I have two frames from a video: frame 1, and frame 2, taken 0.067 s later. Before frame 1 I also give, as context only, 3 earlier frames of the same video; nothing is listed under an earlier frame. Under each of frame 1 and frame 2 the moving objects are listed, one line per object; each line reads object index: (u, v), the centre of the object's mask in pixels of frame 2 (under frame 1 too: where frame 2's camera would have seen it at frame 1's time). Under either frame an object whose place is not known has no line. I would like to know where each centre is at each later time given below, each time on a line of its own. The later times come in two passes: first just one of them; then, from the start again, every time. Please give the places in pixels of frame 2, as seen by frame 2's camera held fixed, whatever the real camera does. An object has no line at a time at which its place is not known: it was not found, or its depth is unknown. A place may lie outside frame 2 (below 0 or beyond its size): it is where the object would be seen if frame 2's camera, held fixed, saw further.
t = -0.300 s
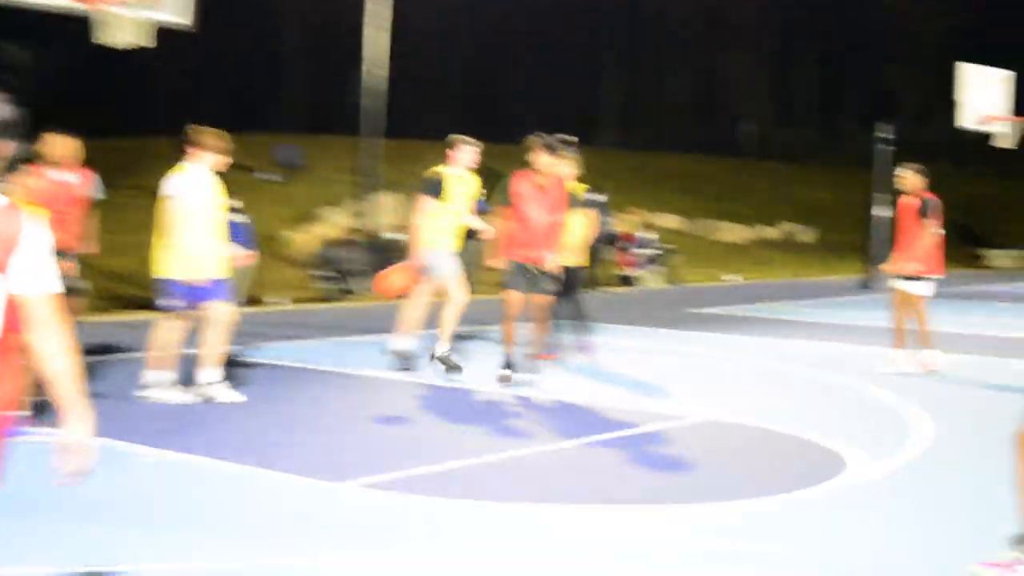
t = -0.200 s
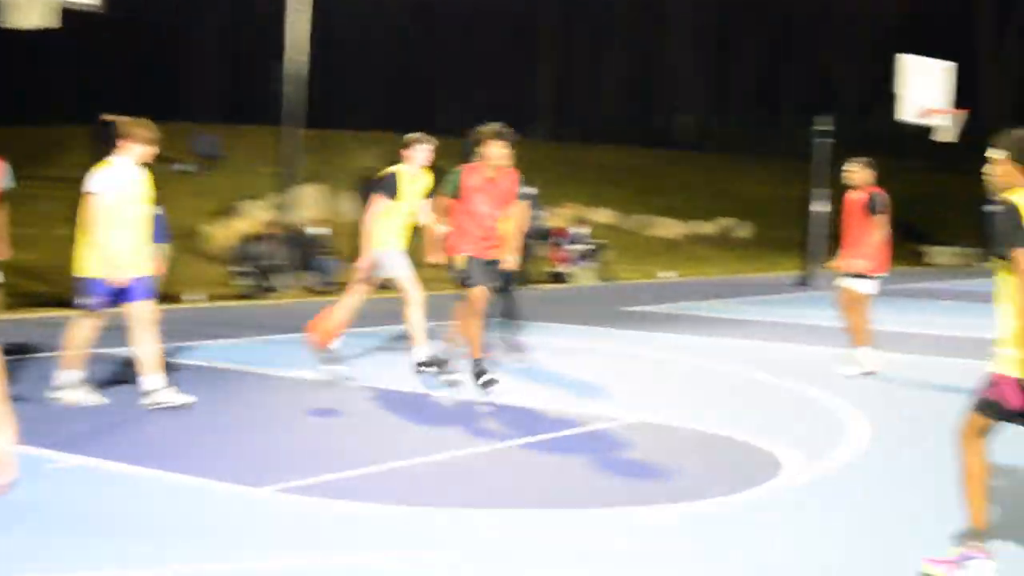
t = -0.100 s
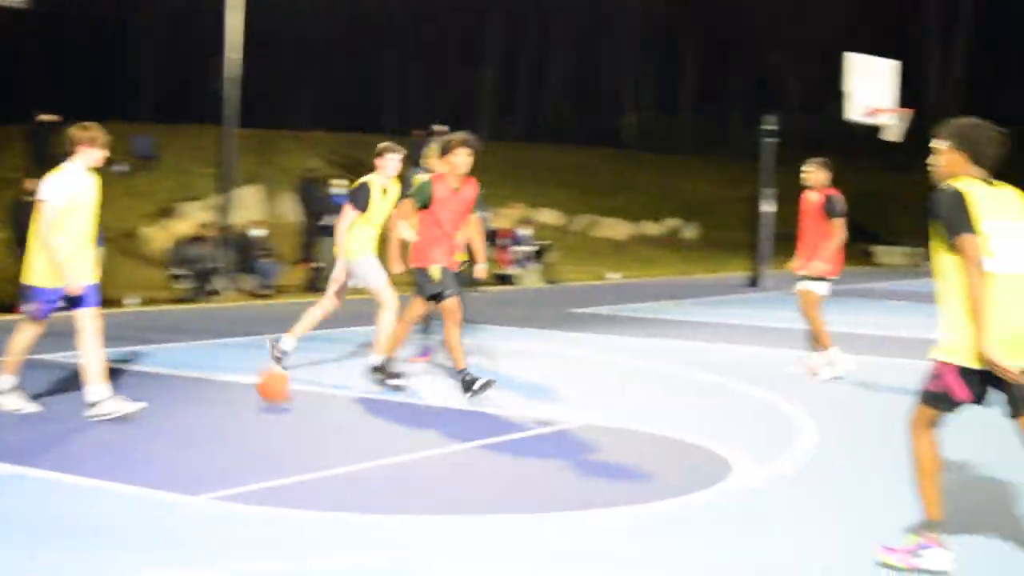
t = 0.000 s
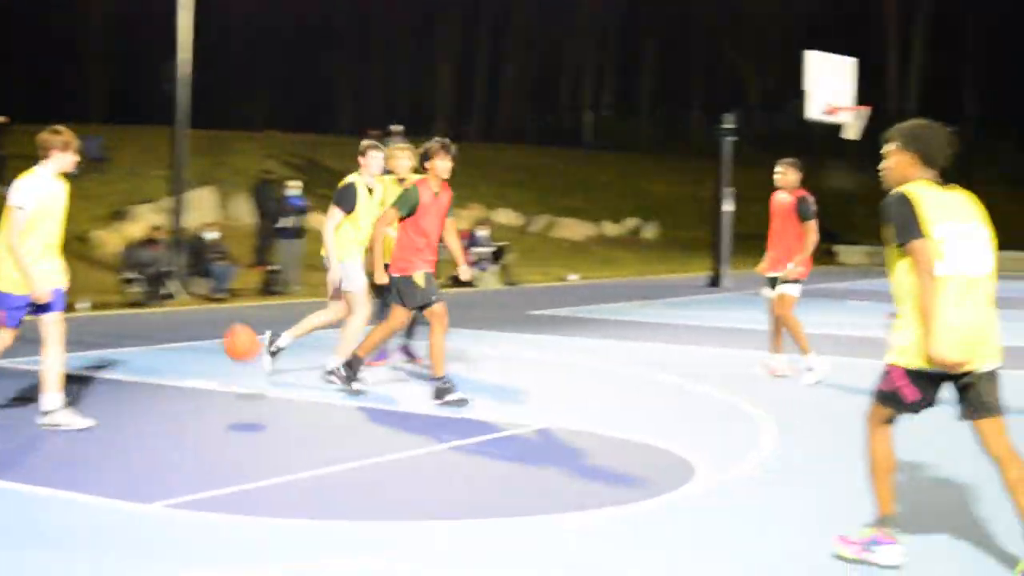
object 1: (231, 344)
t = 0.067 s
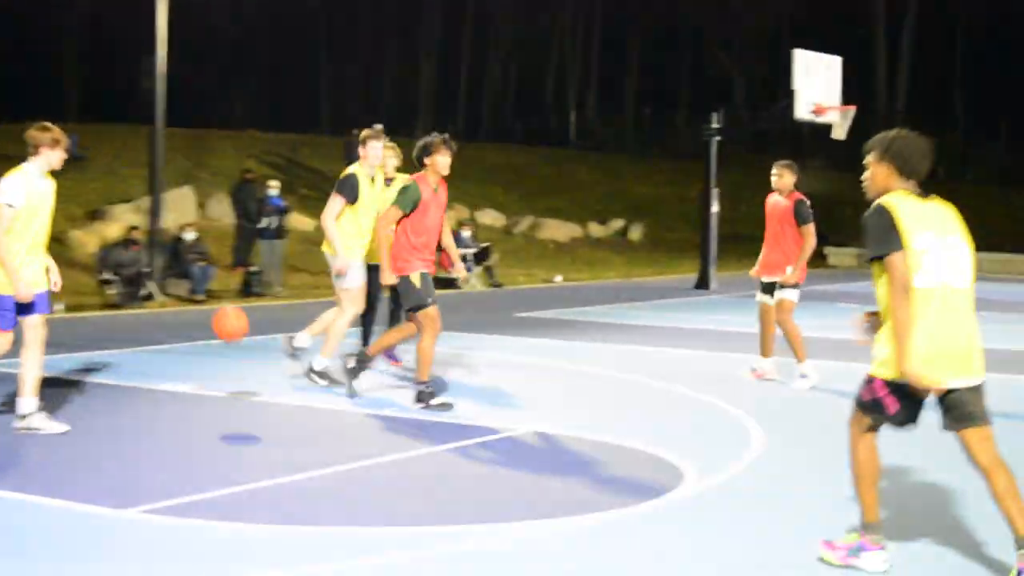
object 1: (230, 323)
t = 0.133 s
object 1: (234, 307)
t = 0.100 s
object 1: (232, 314)
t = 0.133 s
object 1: (234, 307)
